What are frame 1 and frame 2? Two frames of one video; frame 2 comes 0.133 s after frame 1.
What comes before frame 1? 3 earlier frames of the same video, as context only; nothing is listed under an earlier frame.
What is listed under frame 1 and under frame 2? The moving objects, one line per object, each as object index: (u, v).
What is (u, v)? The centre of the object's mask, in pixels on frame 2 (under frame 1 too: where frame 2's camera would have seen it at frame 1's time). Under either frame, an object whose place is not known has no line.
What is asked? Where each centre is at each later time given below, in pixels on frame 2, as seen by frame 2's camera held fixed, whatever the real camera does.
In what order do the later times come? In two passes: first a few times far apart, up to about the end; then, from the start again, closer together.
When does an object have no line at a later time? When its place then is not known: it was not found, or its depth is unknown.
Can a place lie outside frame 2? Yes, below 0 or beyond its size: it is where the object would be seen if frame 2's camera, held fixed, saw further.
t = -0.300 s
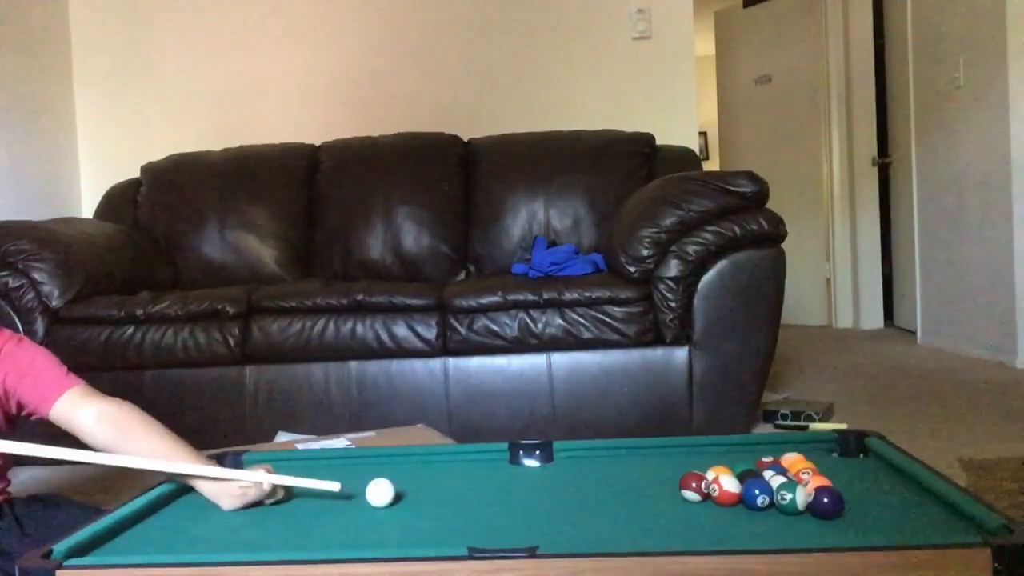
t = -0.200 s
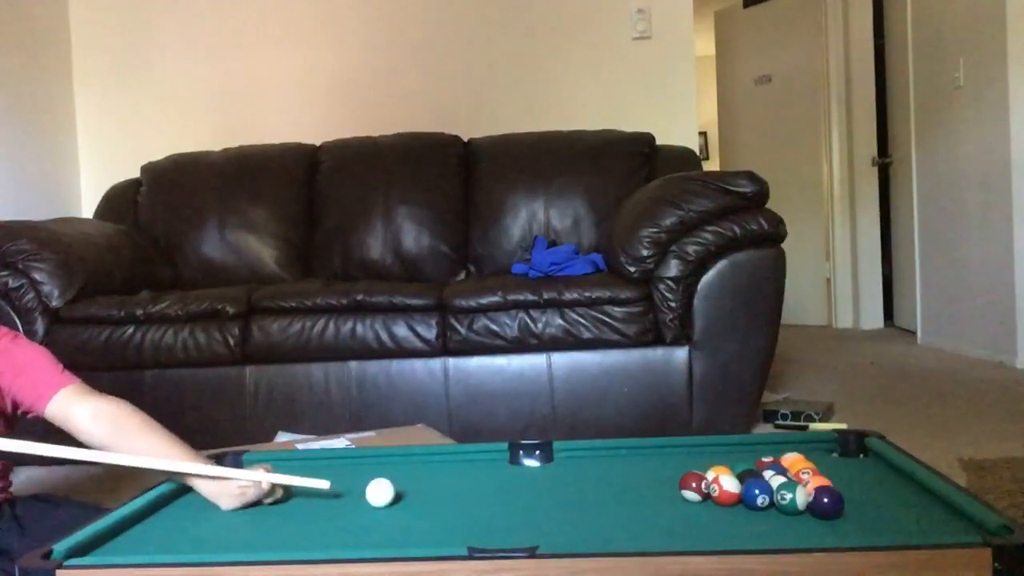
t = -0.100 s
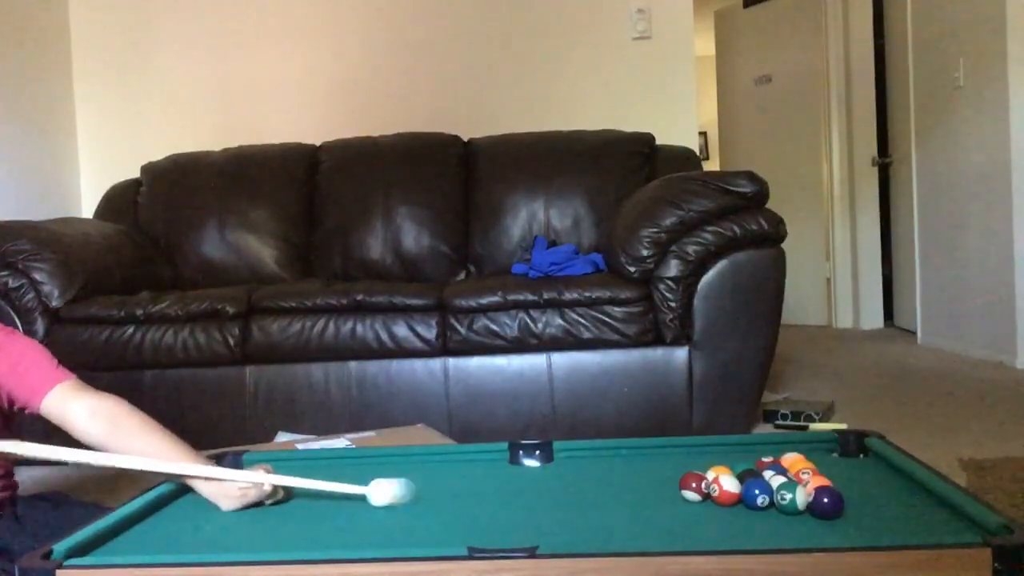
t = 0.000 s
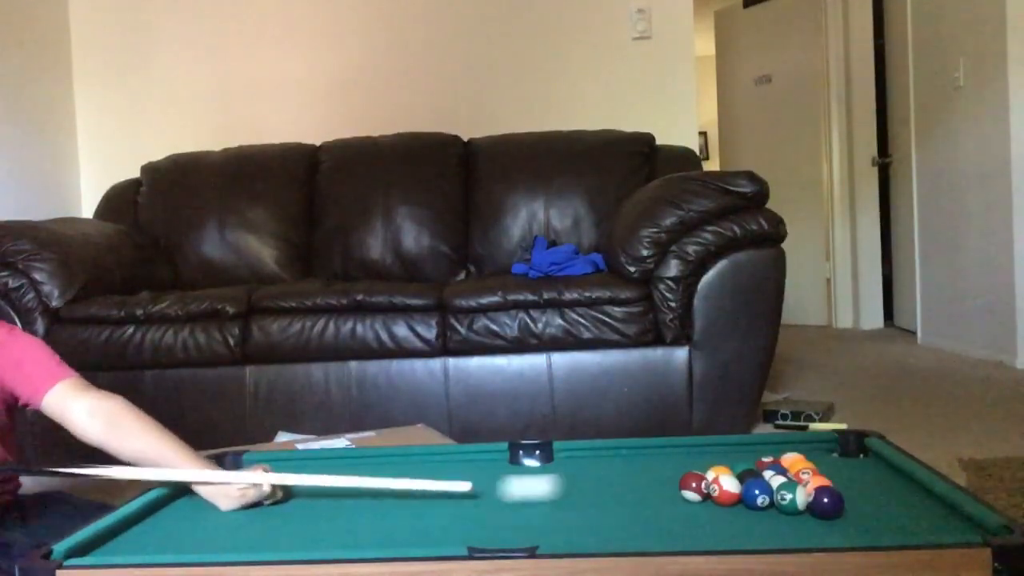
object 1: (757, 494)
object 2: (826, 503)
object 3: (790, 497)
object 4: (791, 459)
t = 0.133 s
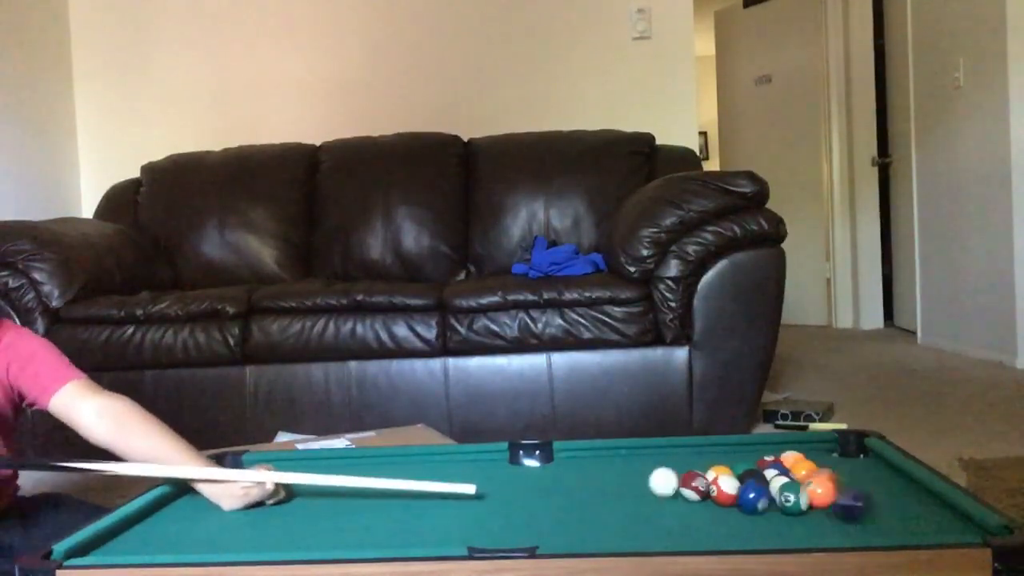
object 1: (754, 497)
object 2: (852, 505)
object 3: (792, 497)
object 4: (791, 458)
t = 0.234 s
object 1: (740, 506)
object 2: (918, 514)
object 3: (798, 499)
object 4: (791, 455)
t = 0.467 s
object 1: (712, 525)
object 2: (930, 525)
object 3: (805, 504)
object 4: (791, 451)
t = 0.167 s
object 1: (749, 501)
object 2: (873, 507)
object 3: (795, 498)
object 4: (791, 457)
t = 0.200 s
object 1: (745, 503)
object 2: (897, 510)
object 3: (797, 499)
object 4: (791, 456)
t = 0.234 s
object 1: (740, 506)
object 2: (918, 514)
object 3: (798, 499)
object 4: (791, 455)
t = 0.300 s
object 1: (731, 511)
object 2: (953, 518)
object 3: (801, 500)
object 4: (791, 454)
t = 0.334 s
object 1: (727, 514)
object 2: (946, 519)
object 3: (802, 501)
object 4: (791, 454)
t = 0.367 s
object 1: (724, 517)
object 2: (941, 520)
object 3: (803, 501)
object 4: (792, 453)
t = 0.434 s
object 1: (715, 523)
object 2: (933, 523)
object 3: (805, 503)
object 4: (791, 452)
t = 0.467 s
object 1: (712, 525)
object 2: (930, 525)
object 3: (805, 504)
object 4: (791, 451)
